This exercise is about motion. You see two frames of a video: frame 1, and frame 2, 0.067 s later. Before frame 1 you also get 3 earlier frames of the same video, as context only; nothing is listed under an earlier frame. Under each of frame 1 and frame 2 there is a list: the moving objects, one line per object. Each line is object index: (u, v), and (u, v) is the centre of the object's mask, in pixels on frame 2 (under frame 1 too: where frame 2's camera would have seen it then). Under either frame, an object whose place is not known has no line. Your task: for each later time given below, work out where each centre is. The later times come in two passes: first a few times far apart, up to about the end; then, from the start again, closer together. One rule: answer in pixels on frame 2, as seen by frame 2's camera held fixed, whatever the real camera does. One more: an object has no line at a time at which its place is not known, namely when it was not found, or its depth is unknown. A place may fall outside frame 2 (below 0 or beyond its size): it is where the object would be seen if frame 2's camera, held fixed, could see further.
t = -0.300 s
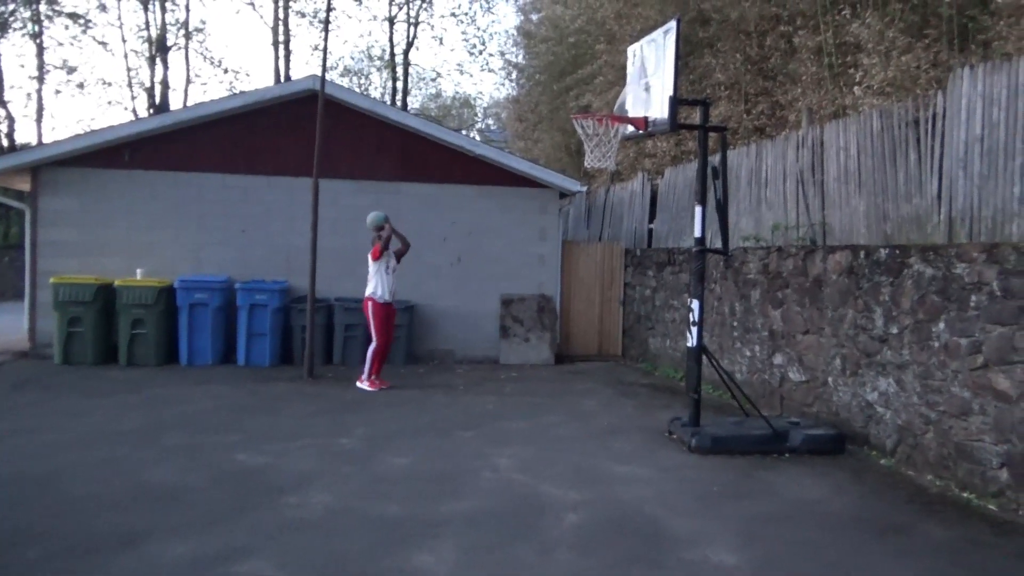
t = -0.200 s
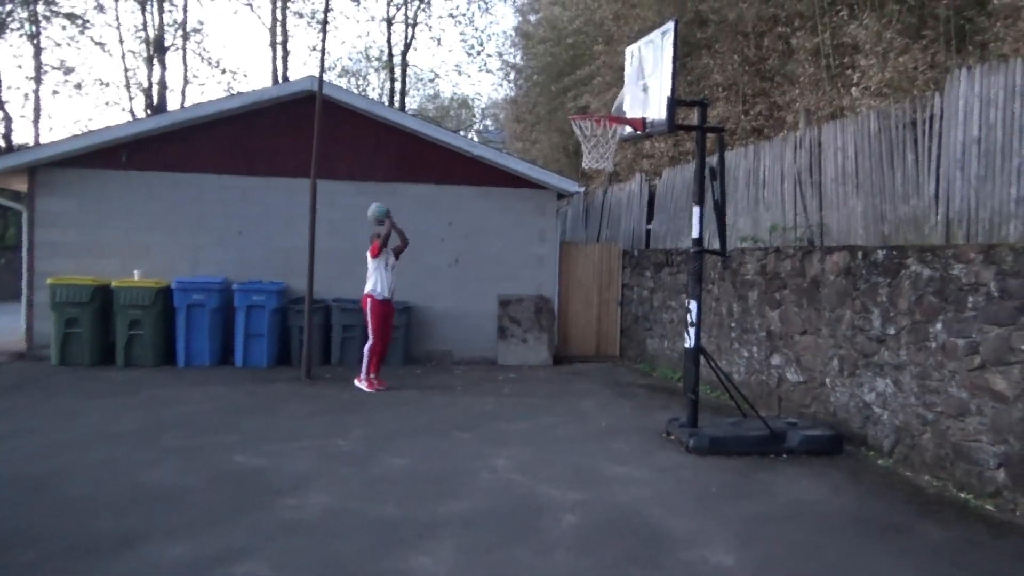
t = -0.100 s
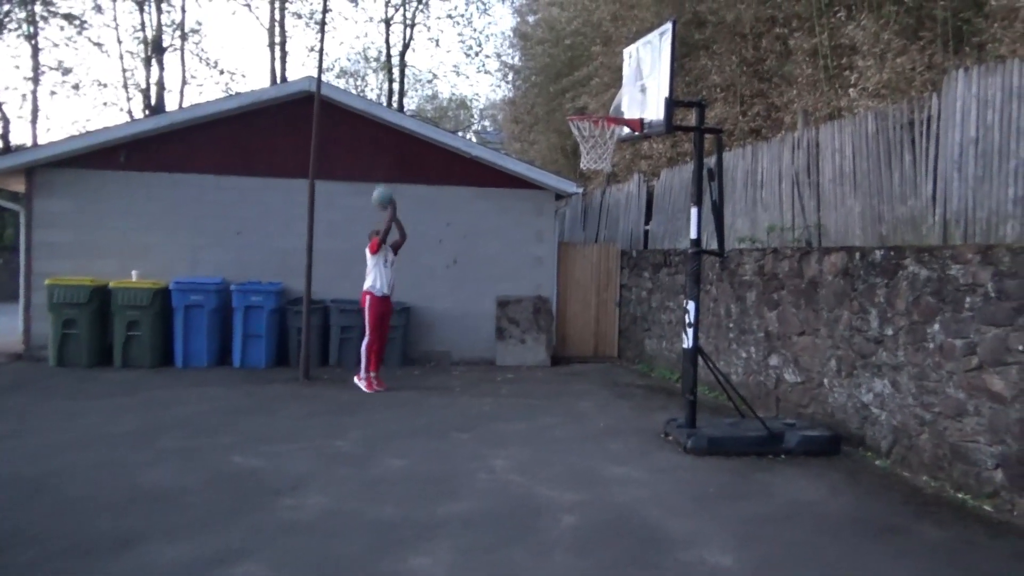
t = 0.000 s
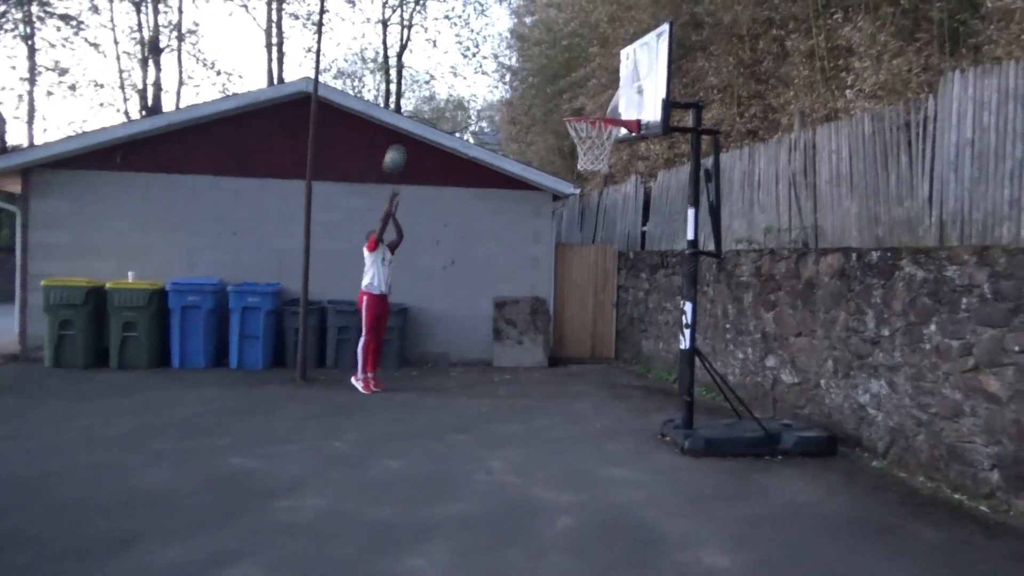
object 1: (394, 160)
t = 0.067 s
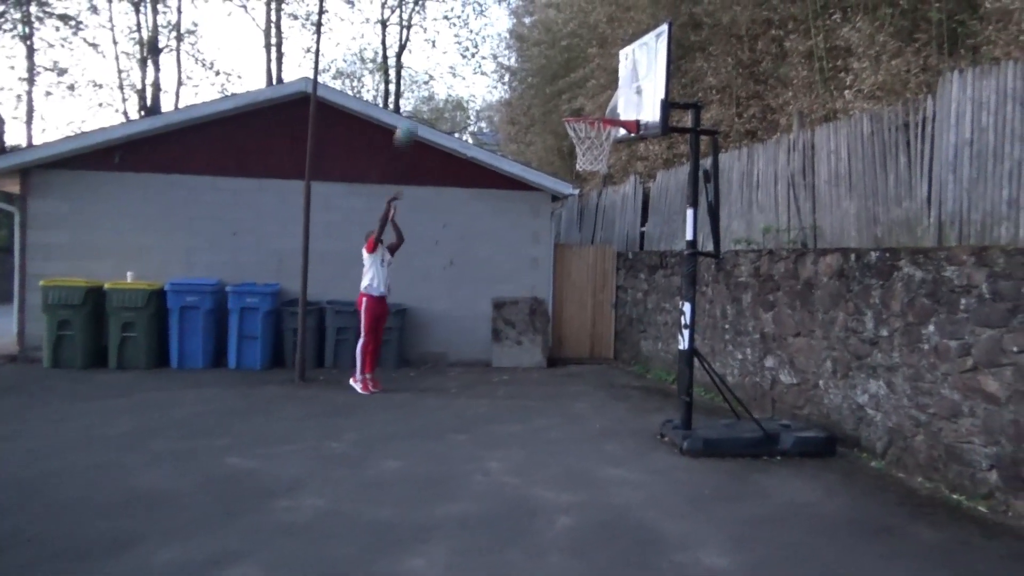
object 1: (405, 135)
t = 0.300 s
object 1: (452, 68)
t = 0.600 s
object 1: (519, 52)
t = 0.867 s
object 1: (586, 117)
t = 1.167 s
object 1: (604, 152)
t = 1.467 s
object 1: (599, 251)
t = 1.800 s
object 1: (589, 398)
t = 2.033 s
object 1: (579, 290)
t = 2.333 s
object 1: (564, 243)
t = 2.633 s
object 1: (546, 289)
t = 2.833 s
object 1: (534, 368)
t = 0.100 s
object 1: (413, 122)
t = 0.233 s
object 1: (439, 83)
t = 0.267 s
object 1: (445, 75)
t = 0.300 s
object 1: (452, 68)
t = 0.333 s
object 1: (459, 63)
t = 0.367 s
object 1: (466, 57)
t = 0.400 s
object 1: (473, 53)
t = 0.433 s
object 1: (481, 50)
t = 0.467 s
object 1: (488, 48)
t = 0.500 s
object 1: (495, 47)
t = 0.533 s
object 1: (502, 48)
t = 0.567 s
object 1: (511, 50)
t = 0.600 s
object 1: (519, 52)
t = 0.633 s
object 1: (526, 55)
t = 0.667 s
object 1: (535, 61)
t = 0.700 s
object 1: (541, 67)
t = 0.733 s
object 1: (552, 75)
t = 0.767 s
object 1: (561, 85)
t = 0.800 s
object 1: (570, 96)
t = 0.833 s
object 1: (578, 105)
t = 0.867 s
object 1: (586, 117)
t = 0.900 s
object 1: (600, 138)
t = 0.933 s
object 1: (605, 144)
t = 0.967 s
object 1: (607, 145)
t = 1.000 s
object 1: (607, 143)
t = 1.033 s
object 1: (607, 144)
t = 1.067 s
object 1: (607, 144)
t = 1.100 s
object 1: (606, 146)
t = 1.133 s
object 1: (605, 148)
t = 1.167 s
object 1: (604, 152)
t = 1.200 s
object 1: (604, 156)
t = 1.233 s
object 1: (604, 165)
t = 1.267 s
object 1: (603, 174)
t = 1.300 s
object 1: (603, 183)
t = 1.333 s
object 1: (603, 193)
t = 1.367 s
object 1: (601, 206)
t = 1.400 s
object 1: (599, 220)
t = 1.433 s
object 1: (600, 235)
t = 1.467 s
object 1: (599, 251)
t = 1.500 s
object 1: (599, 268)
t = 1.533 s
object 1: (598, 286)
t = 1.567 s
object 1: (597, 305)
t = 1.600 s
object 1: (595, 327)
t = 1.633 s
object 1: (594, 349)
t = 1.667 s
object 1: (593, 372)
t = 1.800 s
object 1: (589, 398)
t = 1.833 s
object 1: (587, 380)
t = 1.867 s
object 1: (585, 361)
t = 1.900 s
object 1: (584, 346)
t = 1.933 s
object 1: (583, 329)
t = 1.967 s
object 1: (582, 315)
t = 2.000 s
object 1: (580, 302)
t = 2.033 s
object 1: (579, 290)
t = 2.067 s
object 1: (577, 280)
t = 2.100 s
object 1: (576, 272)
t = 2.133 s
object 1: (574, 264)
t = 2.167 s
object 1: (572, 257)
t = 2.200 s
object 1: (570, 252)
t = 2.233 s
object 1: (568, 248)
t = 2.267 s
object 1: (567, 245)
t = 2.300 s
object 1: (566, 243)
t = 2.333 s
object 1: (564, 243)
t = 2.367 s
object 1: (562, 244)
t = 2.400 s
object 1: (560, 245)
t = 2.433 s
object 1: (559, 248)
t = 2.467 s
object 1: (556, 252)
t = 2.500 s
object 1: (555, 258)
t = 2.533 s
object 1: (552, 264)
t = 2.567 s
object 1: (550, 271)
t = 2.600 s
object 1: (548, 281)
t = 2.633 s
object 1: (546, 289)
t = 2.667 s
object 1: (544, 302)
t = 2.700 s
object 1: (542, 312)
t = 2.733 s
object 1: (540, 325)
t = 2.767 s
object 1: (538, 338)
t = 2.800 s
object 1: (536, 354)
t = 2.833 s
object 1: (534, 368)
